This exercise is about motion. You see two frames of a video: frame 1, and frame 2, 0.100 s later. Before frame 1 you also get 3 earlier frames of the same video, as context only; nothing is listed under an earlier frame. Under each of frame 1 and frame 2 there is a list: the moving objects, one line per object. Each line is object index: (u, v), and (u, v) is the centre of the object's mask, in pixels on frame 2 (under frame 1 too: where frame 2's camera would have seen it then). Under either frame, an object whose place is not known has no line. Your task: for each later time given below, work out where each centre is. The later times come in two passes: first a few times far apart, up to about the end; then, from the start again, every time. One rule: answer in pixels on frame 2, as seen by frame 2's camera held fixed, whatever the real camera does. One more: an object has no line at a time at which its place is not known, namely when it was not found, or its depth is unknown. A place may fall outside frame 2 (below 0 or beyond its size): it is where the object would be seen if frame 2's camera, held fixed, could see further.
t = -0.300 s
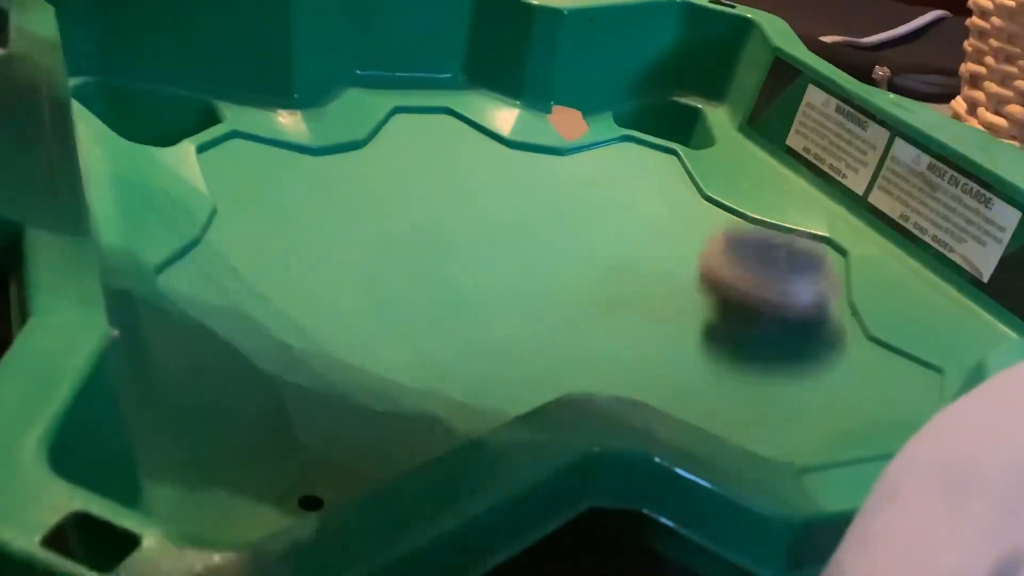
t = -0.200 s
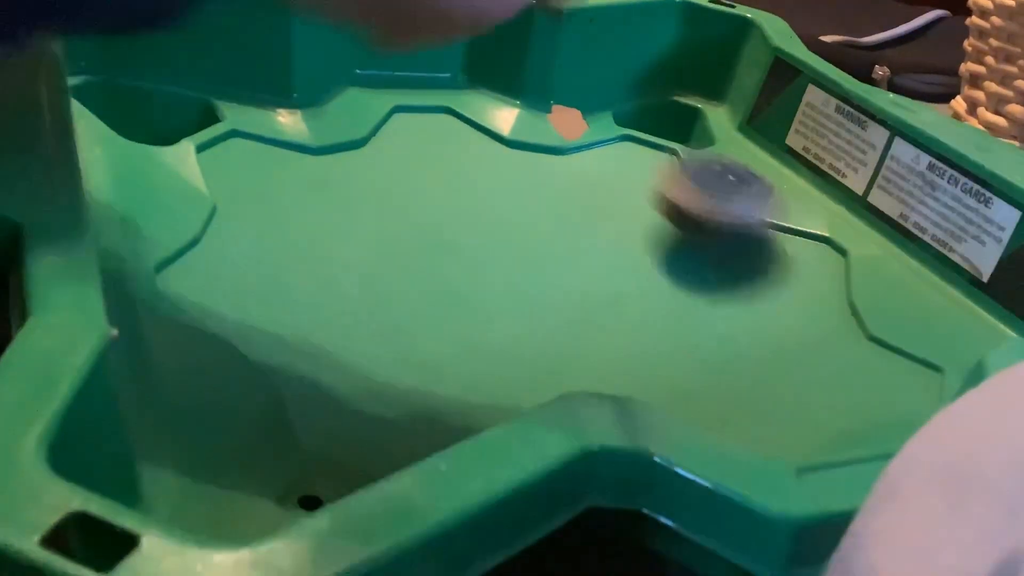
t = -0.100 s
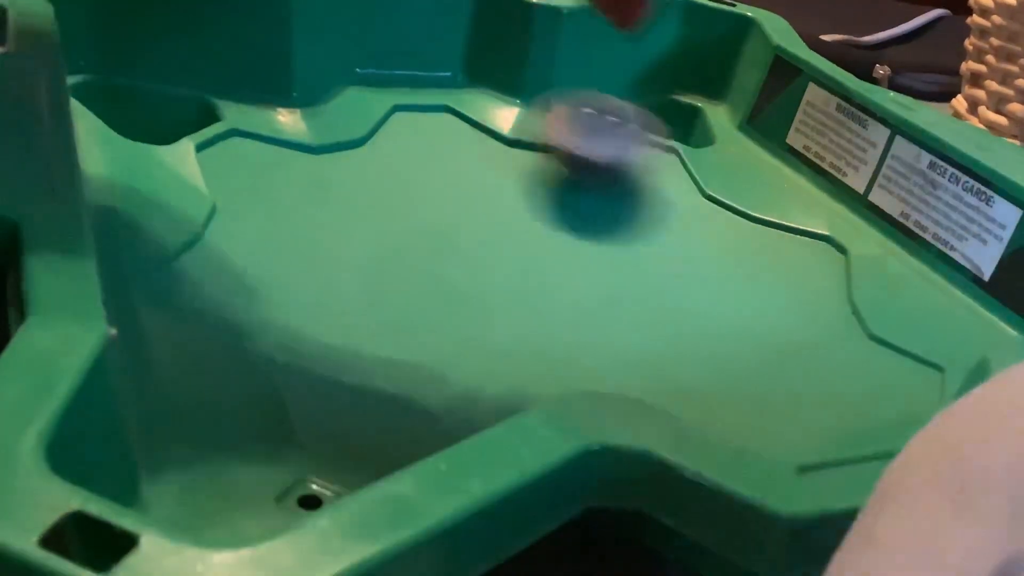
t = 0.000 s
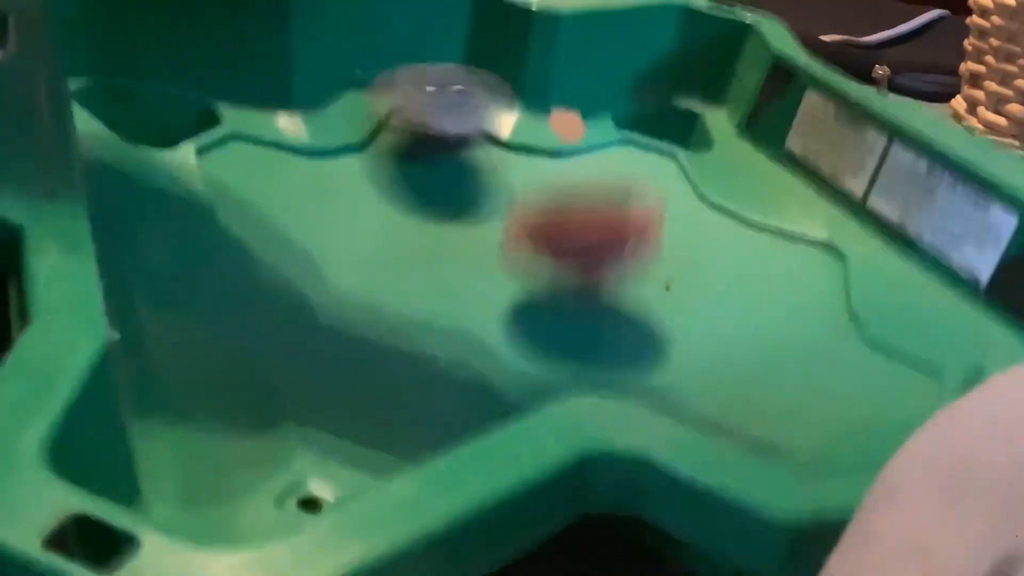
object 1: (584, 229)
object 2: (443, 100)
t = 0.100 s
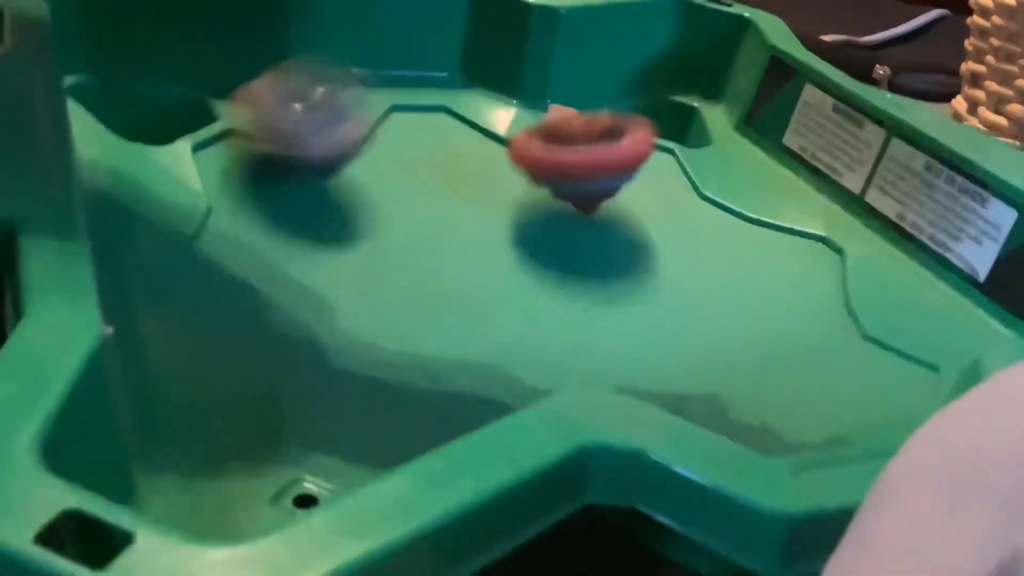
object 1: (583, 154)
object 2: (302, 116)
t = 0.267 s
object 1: (574, 117)
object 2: (280, 292)
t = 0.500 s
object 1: (588, 216)
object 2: (694, 372)
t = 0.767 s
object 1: (529, 348)
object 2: (775, 235)
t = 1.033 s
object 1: (368, 297)
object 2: (484, 201)
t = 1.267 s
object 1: (216, 204)
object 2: (481, 282)
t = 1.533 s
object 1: (386, 234)
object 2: (691, 335)
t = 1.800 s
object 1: (564, 316)
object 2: (751, 248)
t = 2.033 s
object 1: (515, 357)
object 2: (627, 208)
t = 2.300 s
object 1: (427, 375)
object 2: (503, 302)
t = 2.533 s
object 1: (440, 374)
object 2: (649, 373)
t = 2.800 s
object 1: (580, 350)
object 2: (735, 331)
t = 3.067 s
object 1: (651, 370)
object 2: (562, 247)
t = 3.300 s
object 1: (617, 344)
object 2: (402, 266)
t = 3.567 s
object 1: (725, 290)
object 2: (445, 346)
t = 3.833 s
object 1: (781, 315)
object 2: (564, 342)
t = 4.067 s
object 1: (744, 299)
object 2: (510, 308)
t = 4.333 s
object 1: (637, 232)
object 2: (439, 279)
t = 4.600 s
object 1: (623, 197)
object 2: (469, 296)
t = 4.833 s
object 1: (569, 212)
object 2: (546, 310)
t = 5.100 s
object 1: (524, 196)
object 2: (608, 295)
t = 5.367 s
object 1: (469, 185)
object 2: (618, 297)
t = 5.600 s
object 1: (446, 191)
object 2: (601, 306)
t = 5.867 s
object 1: (387, 254)
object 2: (595, 331)
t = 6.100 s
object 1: (307, 242)
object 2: (601, 340)
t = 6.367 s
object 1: (385, 279)
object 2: (657, 335)
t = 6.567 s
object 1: (379, 265)
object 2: (644, 289)
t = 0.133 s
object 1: (578, 149)
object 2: (266, 145)
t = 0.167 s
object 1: (575, 135)
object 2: (251, 170)
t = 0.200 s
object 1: (574, 124)
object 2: (237, 212)
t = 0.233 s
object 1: (574, 118)
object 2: (247, 249)
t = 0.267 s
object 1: (574, 117)
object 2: (280, 292)
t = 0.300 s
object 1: (575, 119)
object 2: (329, 332)
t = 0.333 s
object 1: (577, 128)
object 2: (404, 378)
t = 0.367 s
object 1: (579, 139)
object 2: (471, 383)
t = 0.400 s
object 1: (583, 153)
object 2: (517, 376)
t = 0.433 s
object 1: (585, 173)
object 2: (583, 371)
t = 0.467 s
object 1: (587, 194)
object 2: (648, 371)
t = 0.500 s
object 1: (588, 216)
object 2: (694, 372)
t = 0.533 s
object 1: (589, 239)
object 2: (734, 372)
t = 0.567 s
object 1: (587, 262)
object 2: (773, 350)
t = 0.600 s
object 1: (584, 283)
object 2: (797, 333)
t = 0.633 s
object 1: (579, 305)
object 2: (811, 313)
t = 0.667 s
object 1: (571, 321)
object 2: (817, 291)
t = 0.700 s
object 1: (561, 332)
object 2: (812, 270)
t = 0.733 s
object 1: (547, 341)
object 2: (797, 251)
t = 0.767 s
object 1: (529, 348)
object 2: (775, 235)
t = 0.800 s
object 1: (509, 352)
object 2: (744, 219)
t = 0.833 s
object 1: (488, 355)
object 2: (707, 207)
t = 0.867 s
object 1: (467, 355)
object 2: (670, 196)
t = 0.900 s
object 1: (446, 353)
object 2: (631, 189)
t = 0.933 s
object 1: (423, 342)
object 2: (589, 186)
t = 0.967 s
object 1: (402, 328)
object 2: (550, 188)
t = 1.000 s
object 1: (384, 314)
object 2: (516, 192)
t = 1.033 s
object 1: (368, 297)
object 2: (484, 201)
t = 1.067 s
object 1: (353, 280)
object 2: (461, 208)
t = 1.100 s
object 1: (342, 263)
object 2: (449, 217)
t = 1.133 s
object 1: (325, 249)
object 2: (445, 232)
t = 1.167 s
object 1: (288, 237)
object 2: (437, 249)
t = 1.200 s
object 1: (256, 226)
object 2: (443, 257)
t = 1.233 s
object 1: (232, 215)
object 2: (460, 270)
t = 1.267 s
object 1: (216, 204)
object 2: (481, 282)
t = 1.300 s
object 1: (207, 195)
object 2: (506, 297)
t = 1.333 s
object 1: (207, 190)
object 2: (534, 310)
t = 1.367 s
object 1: (223, 191)
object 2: (565, 322)
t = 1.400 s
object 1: (250, 196)
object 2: (595, 332)
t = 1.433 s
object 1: (280, 204)
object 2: (625, 338)
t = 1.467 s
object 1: (314, 214)
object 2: (650, 340)
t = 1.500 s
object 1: (350, 223)
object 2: (675, 336)
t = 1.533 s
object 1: (386, 234)
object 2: (691, 335)
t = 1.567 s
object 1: (424, 243)
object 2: (702, 327)
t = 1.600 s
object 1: (463, 253)
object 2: (708, 319)
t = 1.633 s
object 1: (501, 263)
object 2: (709, 309)
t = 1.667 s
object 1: (536, 274)
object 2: (705, 299)
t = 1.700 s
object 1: (557, 286)
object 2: (716, 288)
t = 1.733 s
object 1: (561, 295)
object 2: (735, 273)
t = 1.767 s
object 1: (563, 305)
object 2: (747, 260)
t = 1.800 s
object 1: (564, 316)
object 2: (751, 248)
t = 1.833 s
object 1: (562, 326)
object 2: (749, 236)
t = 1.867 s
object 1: (558, 334)
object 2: (739, 227)
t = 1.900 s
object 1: (552, 340)
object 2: (722, 218)
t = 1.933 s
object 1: (545, 345)
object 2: (698, 212)
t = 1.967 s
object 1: (536, 349)
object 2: (675, 207)
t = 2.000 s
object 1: (526, 353)
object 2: (650, 206)
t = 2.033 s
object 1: (515, 357)
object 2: (627, 208)
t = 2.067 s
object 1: (502, 362)
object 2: (599, 214)
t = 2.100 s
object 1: (490, 366)
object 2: (574, 223)
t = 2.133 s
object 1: (478, 369)
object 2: (552, 233)
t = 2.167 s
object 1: (466, 371)
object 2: (532, 245)
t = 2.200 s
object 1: (455, 373)
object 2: (512, 265)
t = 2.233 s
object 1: (444, 374)
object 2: (501, 277)
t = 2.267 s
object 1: (434, 375)
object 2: (497, 289)
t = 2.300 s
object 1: (427, 375)
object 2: (503, 302)
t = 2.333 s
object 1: (423, 374)
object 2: (518, 321)
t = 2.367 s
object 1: (416, 376)
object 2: (535, 336)
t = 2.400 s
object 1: (408, 381)
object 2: (550, 345)
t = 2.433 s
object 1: (405, 382)
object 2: (566, 352)
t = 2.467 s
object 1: (415, 381)
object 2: (591, 359)
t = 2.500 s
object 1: (427, 378)
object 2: (621, 366)
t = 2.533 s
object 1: (440, 374)
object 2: (649, 373)
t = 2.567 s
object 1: (453, 370)
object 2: (683, 379)
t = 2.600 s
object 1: (468, 366)
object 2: (709, 384)
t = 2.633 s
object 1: (485, 362)
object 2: (729, 385)
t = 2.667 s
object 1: (505, 357)
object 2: (742, 381)
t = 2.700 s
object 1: (528, 353)
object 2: (744, 374)
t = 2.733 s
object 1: (550, 350)
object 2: (738, 365)
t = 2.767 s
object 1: (576, 349)
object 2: (736, 355)
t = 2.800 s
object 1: (580, 350)
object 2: (735, 331)
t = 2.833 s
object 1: (579, 352)
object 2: (728, 312)
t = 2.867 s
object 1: (583, 353)
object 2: (713, 298)
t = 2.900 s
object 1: (594, 354)
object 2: (691, 281)
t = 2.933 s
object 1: (606, 357)
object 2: (669, 268)
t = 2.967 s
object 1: (620, 361)
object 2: (641, 258)
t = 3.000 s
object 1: (634, 364)
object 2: (616, 252)
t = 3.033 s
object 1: (645, 367)
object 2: (590, 249)
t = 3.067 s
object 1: (651, 370)
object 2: (562, 247)
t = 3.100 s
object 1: (651, 370)
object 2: (532, 247)
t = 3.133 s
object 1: (646, 369)
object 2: (504, 249)
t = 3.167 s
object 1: (638, 366)
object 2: (479, 251)
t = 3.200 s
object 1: (631, 362)
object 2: (456, 253)
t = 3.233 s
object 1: (623, 357)
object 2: (436, 256)
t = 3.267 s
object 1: (618, 351)
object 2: (418, 260)
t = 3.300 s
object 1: (617, 344)
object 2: (402, 266)
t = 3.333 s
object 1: (620, 336)
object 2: (390, 273)
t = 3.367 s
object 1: (626, 328)
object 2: (381, 281)
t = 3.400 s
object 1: (638, 317)
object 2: (377, 290)
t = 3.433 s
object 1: (651, 309)
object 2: (379, 301)
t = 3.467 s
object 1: (668, 302)
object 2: (387, 313)
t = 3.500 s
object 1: (685, 296)
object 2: (402, 325)
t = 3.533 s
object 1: (705, 292)
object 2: (421, 336)
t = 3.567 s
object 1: (725, 290)
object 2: (445, 346)
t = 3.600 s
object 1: (742, 290)
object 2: (474, 354)
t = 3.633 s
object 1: (759, 292)
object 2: (499, 356)
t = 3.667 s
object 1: (772, 296)
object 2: (526, 354)
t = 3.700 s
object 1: (780, 303)
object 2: (555, 352)
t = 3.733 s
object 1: (778, 312)
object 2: (579, 351)
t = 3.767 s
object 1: (765, 317)
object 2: (598, 347)
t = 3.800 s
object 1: (769, 317)
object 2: (585, 344)
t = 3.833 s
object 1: (781, 315)
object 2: (564, 342)
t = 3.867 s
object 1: (790, 312)
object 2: (551, 339)
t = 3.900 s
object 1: (794, 310)
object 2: (543, 337)
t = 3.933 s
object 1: (791, 309)
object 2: (537, 332)
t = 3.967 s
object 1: (784, 308)
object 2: (531, 326)
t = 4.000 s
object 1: (773, 306)
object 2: (524, 320)
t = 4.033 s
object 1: (760, 303)
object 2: (518, 314)
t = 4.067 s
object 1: (744, 299)
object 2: (510, 308)
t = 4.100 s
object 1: (727, 292)
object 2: (502, 302)
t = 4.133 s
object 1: (709, 284)
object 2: (492, 297)
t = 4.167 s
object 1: (693, 276)
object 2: (482, 290)
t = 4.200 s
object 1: (678, 268)
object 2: (471, 286)
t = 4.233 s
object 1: (665, 258)
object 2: (462, 283)
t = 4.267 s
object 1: (653, 248)
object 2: (453, 281)
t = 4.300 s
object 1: (644, 240)
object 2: (445, 279)
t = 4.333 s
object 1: (637, 232)
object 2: (439, 279)
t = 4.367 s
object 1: (631, 224)
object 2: (434, 280)
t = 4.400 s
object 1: (626, 216)
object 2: (433, 281)
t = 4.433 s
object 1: (624, 209)
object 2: (433, 283)
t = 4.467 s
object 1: (622, 202)
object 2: (435, 285)
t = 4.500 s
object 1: (622, 198)
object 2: (440, 288)
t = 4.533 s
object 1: (623, 195)
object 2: (448, 291)
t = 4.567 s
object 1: (623, 195)
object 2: (457, 294)
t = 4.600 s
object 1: (623, 197)
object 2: (469, 296)
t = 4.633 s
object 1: (621, 201)
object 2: (482, 298)
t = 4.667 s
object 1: (618, 208)
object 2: (496, 299)
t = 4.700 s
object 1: (609, 215)
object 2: (512, 297)
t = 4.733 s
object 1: (597, 218)
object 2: (524, 296)
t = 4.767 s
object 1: (586, 218)
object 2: (531, 300)
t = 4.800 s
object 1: (578, 215)
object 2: (536, 307)
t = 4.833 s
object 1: (569, 212)
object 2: (546, 310)
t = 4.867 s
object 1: (561, 208)
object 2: (558, 310)
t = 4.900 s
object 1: (555, 205)
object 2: (568, 311)
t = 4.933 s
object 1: (550, 203)
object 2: (579, 309)
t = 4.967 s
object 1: (547, 202)
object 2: (589, 305)
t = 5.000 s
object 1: (544, 203)
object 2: (594, 300)
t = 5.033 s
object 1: (537, 203)
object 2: (601, 297)
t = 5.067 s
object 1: (530, 199)
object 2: (607, 296)
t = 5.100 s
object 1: (524, 196)
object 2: (608, 295)
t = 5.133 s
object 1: (518, 194)
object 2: (609, 294)
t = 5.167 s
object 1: (514, 193)
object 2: (607, 292)
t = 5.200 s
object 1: (511, 193)
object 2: (606, 290)
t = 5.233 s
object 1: (509, 196)
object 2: (602, 287)
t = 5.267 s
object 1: (506, 198)
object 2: (600, 285)
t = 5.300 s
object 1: (493, 194)
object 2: (607, 290)
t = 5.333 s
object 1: (480, 189)
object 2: (614, 294)
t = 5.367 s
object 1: (469, 185)
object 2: (618, 297)
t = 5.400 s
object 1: (458, 181)
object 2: (620, 298)
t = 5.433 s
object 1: (450, 179)
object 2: (620, 298)
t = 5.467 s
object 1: (444, 177)
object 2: (618, 299)
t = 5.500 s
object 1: (442, 177)
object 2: (615, 300)
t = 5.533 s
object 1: (443, 179)
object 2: (610, 302)
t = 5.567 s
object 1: (443, 184)
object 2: (606, 303)
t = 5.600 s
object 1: (446, 191)
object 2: (601, 306)
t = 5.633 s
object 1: (449, 200)
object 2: (596, 308)
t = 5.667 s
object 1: (451, 211)
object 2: (591, 310)
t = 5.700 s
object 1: (450, 223)
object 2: (587, 312)
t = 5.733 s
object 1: (447, 234)
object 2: (583, 314)
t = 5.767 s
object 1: (439, 243)
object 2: (582, 318)
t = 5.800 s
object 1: (423, 248)
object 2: (588, 322)
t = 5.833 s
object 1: (405, 252)
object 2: (593, 328)
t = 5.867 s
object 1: (387, 254)
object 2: (595, 331)
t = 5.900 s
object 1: (369, 256)
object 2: (597, 334)
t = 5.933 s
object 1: (351, 254)
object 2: (599, 335)
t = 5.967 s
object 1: (332, 253)
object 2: (600, 337)
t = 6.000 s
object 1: (317, 250)
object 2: (601, 338)
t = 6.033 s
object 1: (307, 246)
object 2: (601, 339)
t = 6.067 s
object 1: (304, 243)
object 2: (602, 340)
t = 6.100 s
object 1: (307, 242)
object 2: (601, 340)
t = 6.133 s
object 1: (318, 243)
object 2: (600, 340)
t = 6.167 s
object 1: (336, 247)
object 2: (596, 340)
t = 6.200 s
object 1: (358, 254)
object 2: (593, 340)
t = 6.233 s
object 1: (382, 262)
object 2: (587, 338)
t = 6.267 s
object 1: (407, 274)
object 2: (582, 337)
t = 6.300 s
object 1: (418, 281)
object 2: (596, 337)
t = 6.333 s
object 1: (401, 281)
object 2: (632, 340)
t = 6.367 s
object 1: (385, 279)
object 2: (657, 335)
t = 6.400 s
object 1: (371, 276)
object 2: (672, 331)
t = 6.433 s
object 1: (360, 273)
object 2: (678, 322)
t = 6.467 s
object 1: (356, 269)
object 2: (677, 313)
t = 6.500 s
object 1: (358, 266)
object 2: (670, 305)
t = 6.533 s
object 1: (366, 265)
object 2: (659, 297)
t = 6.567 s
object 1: (379, 265)
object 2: (644, 289)
